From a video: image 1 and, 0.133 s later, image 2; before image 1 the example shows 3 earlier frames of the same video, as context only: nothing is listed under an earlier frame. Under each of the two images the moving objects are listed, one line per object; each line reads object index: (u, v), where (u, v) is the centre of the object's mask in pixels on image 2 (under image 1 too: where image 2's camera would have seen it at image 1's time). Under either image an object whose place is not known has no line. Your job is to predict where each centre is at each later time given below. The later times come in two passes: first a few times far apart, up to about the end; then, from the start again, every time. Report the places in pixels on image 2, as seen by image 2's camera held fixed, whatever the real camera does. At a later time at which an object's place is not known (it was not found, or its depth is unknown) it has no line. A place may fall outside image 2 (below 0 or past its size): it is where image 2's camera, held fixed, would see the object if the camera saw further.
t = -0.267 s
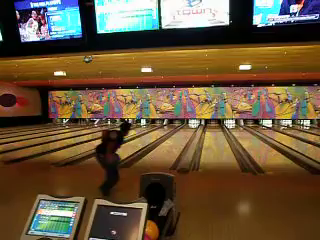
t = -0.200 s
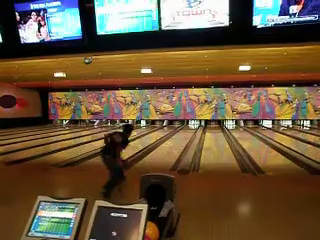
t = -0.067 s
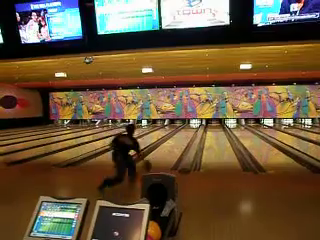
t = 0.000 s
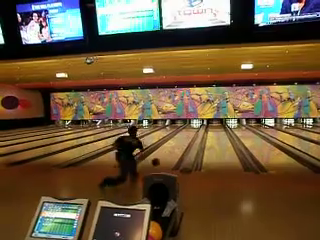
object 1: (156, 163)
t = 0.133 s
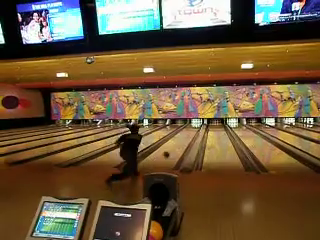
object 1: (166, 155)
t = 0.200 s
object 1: (170, 152)
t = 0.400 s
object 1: (179, 142)
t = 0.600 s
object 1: (185, 137)
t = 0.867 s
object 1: (189, 131)
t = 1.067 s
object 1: (192, 129)
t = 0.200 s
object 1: (170, 152)
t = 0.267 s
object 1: (173, 148)
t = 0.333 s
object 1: (176, 145)
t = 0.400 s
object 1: (179, 142)
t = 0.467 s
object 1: (181, 140)
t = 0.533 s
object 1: (183, 139)
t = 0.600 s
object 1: (185, 137)
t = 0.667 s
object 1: (186, 136)
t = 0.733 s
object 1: (188, 134)
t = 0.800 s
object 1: (189, 133)
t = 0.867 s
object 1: (189, 131)
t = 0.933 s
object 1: (191, 131)
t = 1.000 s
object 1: (191, 131)
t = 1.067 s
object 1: (192, 129)
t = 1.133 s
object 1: (195, 128)
